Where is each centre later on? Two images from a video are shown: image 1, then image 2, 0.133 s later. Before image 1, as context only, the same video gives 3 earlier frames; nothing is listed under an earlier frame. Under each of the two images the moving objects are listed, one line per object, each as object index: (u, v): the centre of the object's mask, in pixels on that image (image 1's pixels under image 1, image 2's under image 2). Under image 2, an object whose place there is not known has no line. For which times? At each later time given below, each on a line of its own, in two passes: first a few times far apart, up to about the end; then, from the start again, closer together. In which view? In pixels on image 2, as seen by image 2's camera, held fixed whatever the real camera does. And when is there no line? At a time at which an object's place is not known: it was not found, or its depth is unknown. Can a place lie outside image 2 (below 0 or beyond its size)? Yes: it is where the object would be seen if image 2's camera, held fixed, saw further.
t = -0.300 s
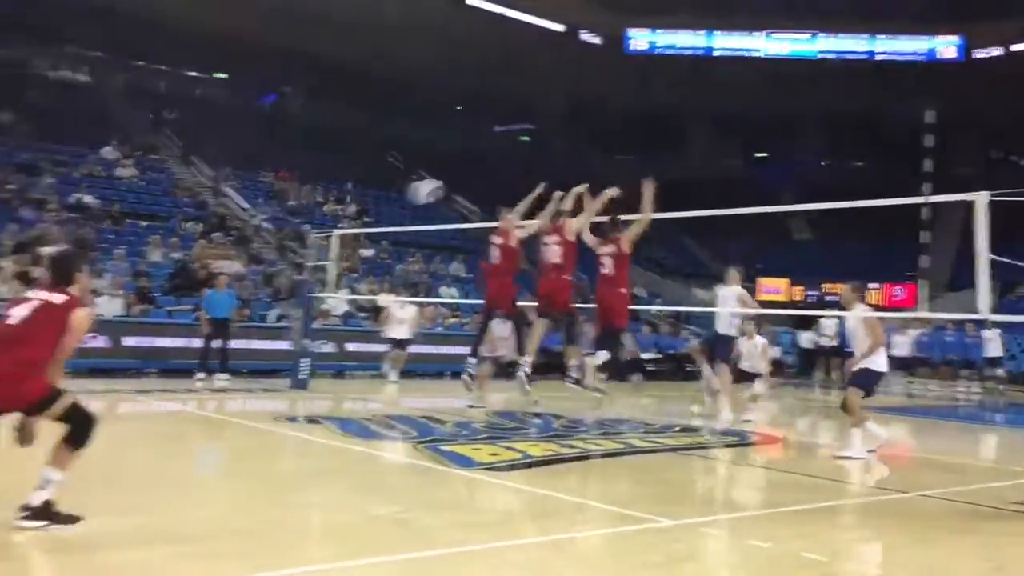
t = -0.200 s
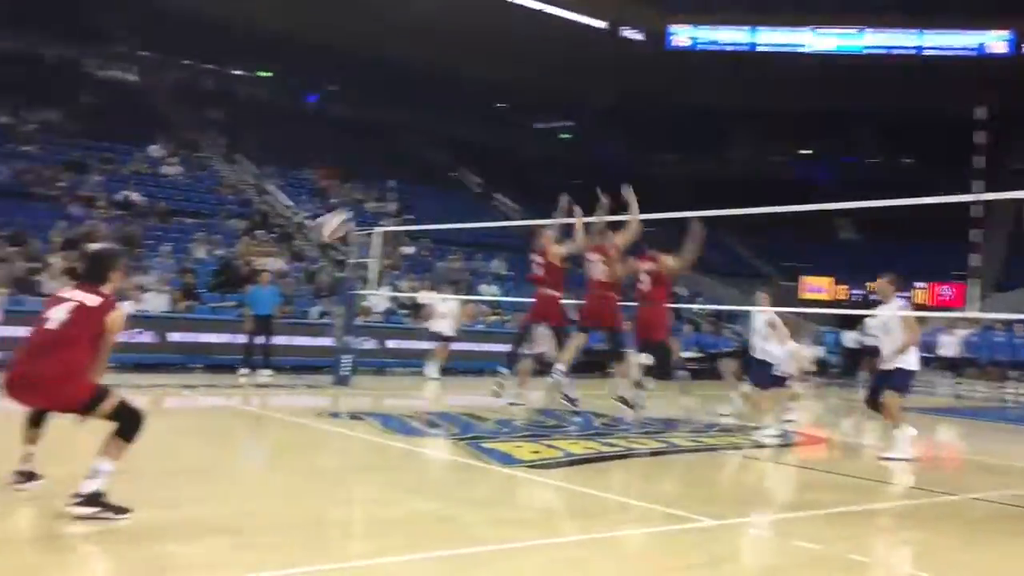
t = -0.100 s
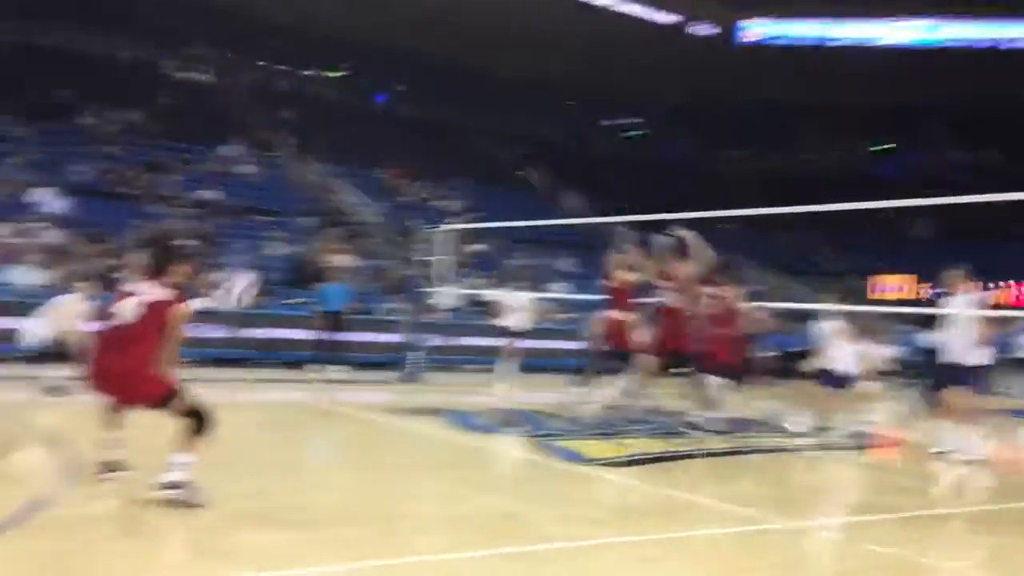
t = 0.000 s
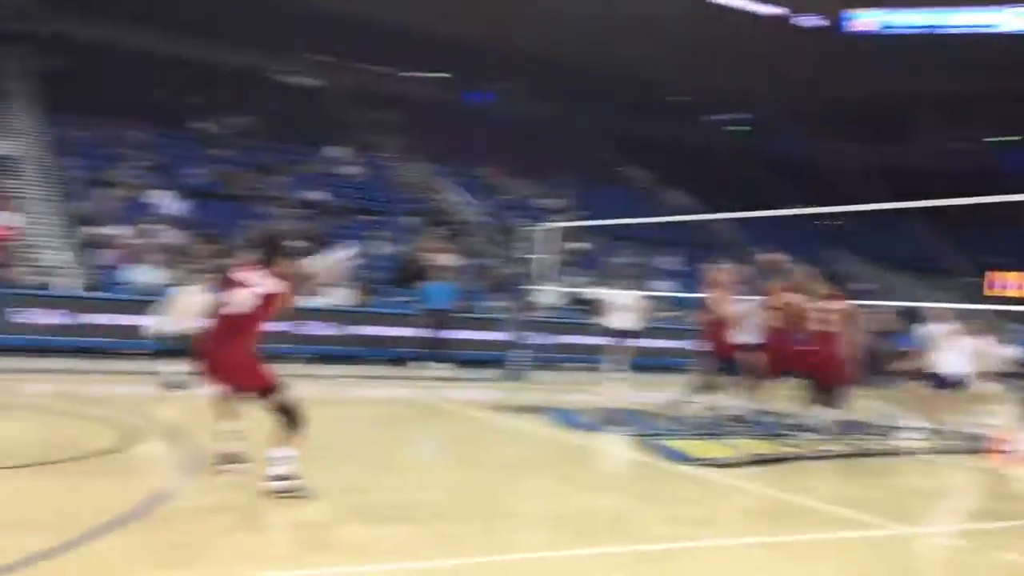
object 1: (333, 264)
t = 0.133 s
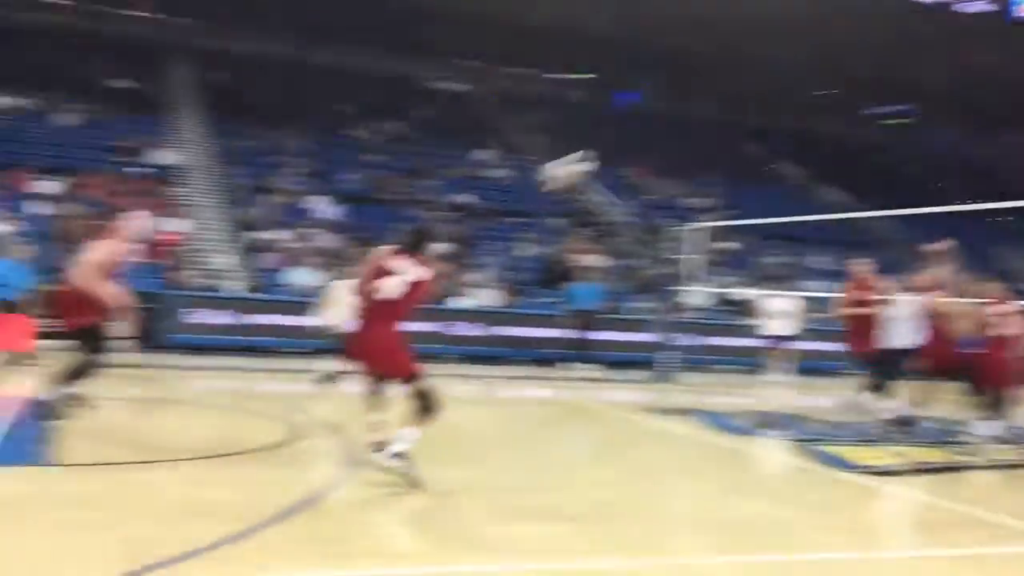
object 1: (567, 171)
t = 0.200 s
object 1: (621, 133)
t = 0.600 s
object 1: (818, 39)
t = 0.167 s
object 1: (595, 150)
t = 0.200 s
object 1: (621, 133)
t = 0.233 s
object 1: (644, 118)
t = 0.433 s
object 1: (753, 52)
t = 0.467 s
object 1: (766, 47)
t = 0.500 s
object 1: (780, 43)
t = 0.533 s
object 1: (792, 40)
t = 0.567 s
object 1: (806, 39)
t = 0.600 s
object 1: (818, 39)
